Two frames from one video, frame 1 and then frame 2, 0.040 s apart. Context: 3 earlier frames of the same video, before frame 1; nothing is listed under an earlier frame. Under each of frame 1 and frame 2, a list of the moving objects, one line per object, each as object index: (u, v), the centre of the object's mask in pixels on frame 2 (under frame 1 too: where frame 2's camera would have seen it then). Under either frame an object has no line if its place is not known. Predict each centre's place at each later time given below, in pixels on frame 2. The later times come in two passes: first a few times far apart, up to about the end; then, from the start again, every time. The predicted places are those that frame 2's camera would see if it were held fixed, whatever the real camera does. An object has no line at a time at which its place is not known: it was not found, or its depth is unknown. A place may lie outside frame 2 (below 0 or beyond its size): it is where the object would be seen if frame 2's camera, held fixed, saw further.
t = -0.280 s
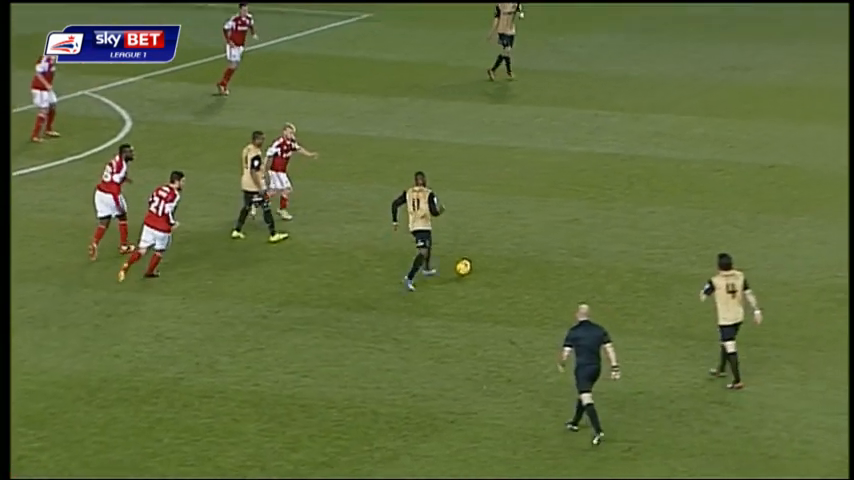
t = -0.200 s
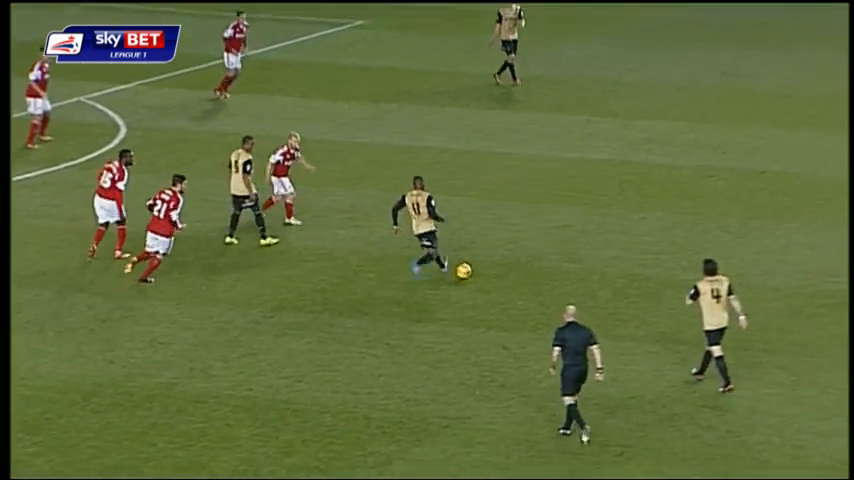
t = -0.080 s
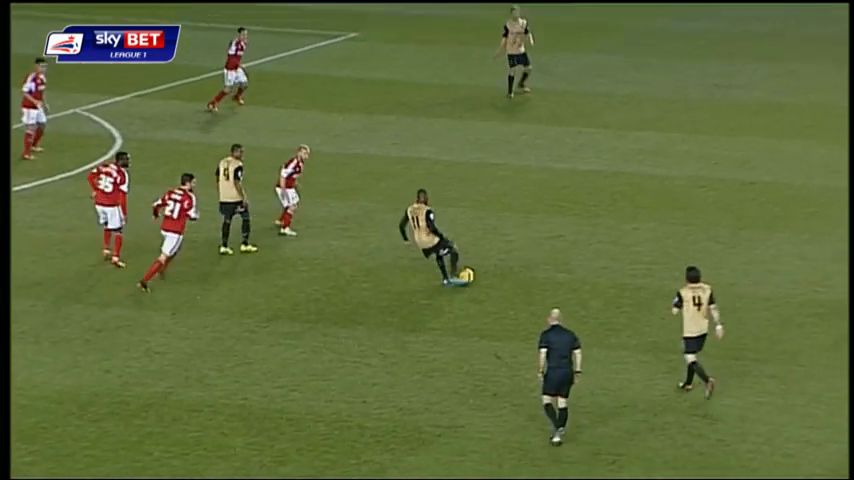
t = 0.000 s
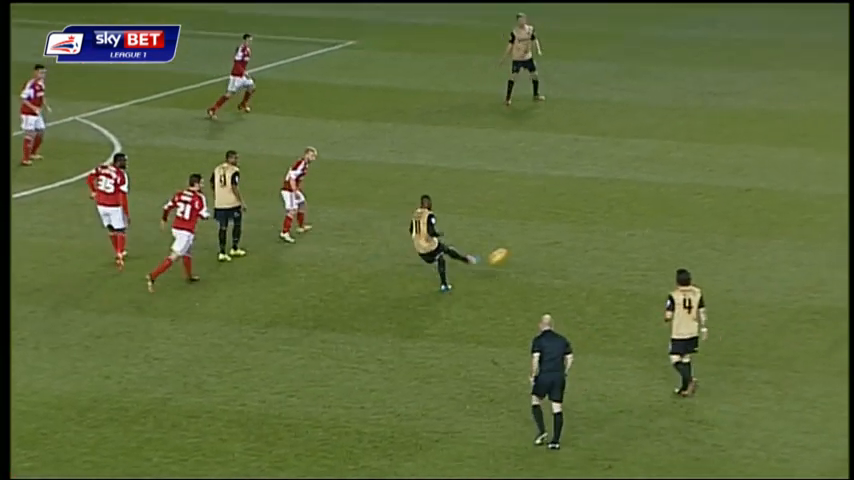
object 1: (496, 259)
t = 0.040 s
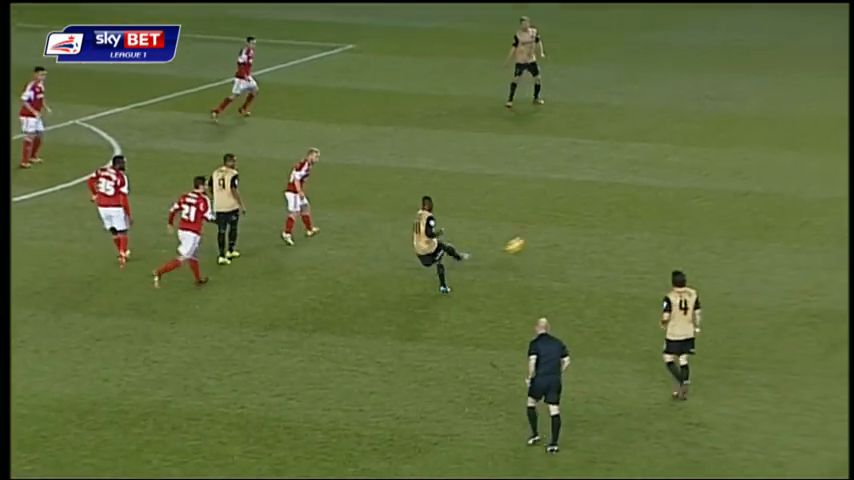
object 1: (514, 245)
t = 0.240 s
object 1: (585, 202)
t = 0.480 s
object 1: (637, 161)
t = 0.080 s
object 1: (531, 233)
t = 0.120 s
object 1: (546, 222)
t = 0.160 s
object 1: (561, 214)
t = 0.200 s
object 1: (573, 207)
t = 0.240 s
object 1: (585, 202)
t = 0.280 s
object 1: (596, 195)
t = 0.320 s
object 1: (606, 185)
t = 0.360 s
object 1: (615, 177)
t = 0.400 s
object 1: (623, 170)
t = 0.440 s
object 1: (630, 166)
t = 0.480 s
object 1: (637, 161)
